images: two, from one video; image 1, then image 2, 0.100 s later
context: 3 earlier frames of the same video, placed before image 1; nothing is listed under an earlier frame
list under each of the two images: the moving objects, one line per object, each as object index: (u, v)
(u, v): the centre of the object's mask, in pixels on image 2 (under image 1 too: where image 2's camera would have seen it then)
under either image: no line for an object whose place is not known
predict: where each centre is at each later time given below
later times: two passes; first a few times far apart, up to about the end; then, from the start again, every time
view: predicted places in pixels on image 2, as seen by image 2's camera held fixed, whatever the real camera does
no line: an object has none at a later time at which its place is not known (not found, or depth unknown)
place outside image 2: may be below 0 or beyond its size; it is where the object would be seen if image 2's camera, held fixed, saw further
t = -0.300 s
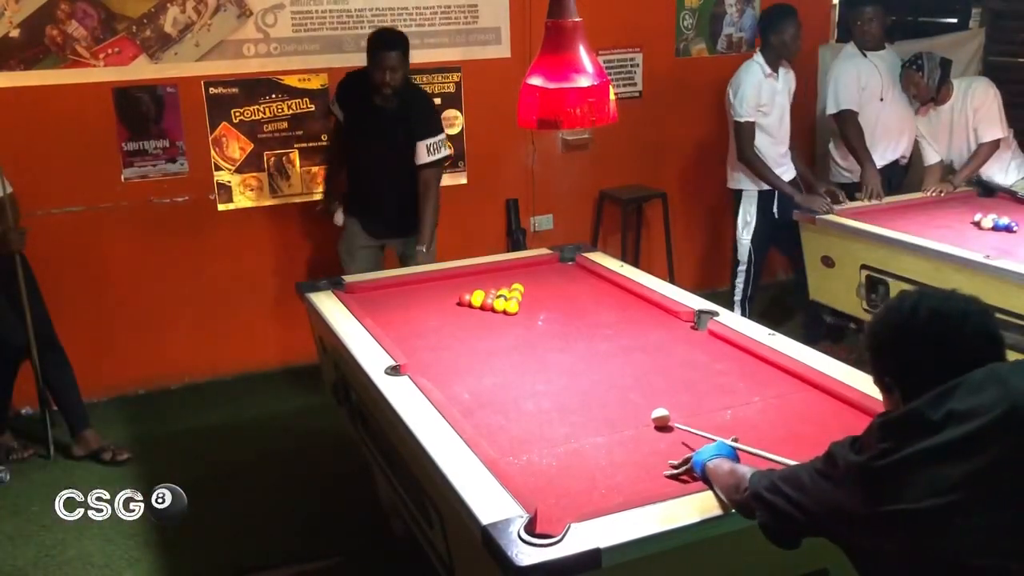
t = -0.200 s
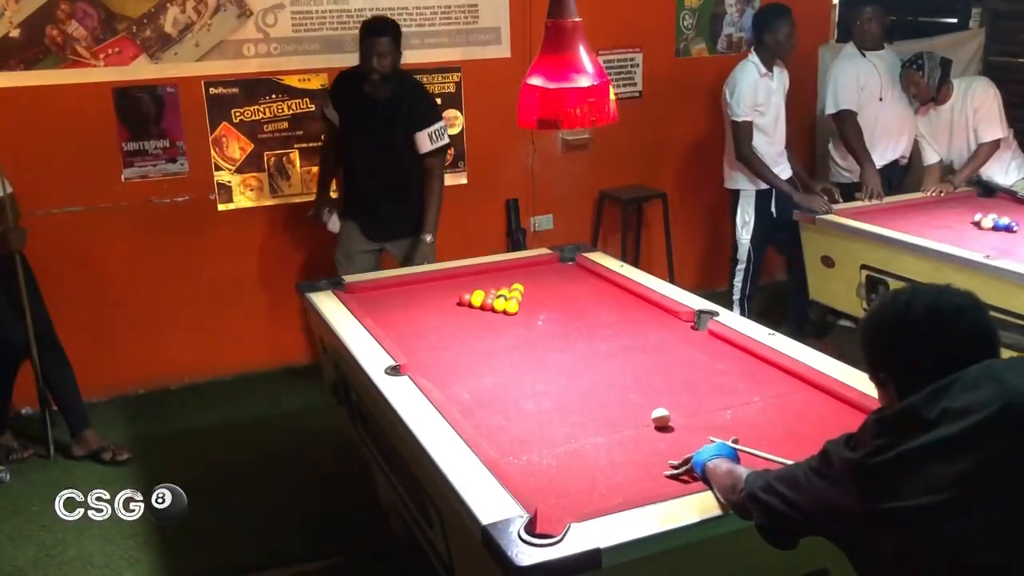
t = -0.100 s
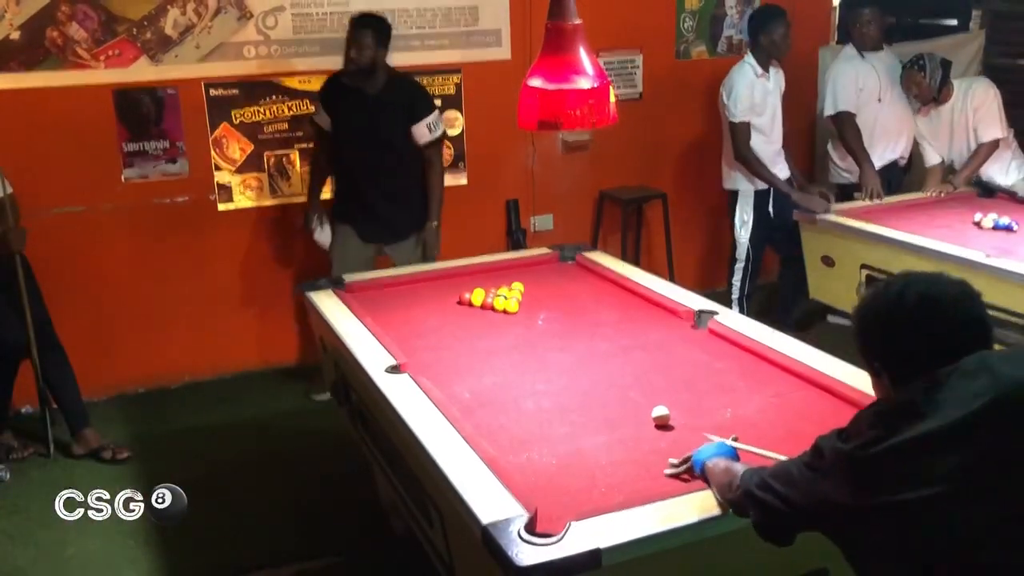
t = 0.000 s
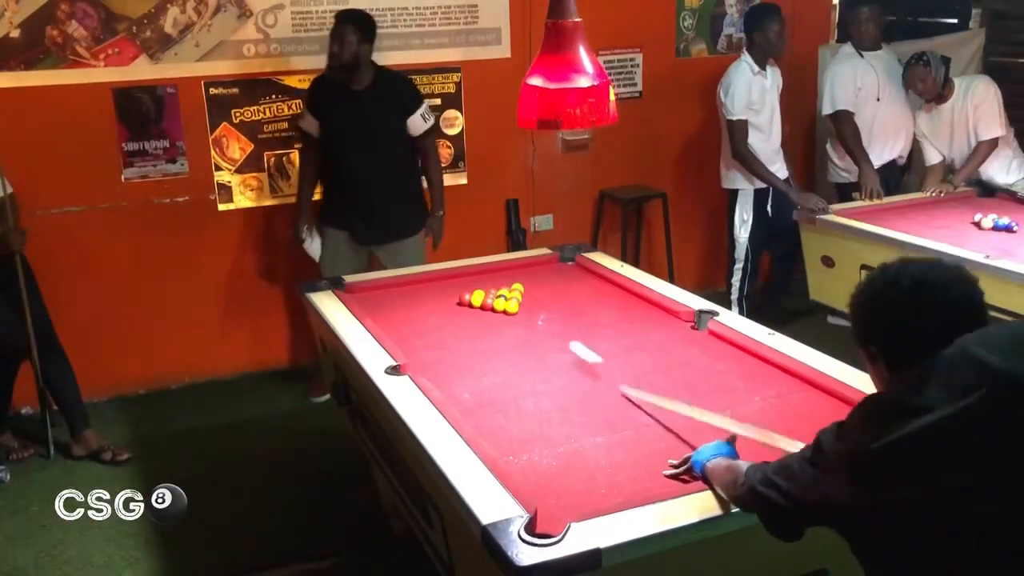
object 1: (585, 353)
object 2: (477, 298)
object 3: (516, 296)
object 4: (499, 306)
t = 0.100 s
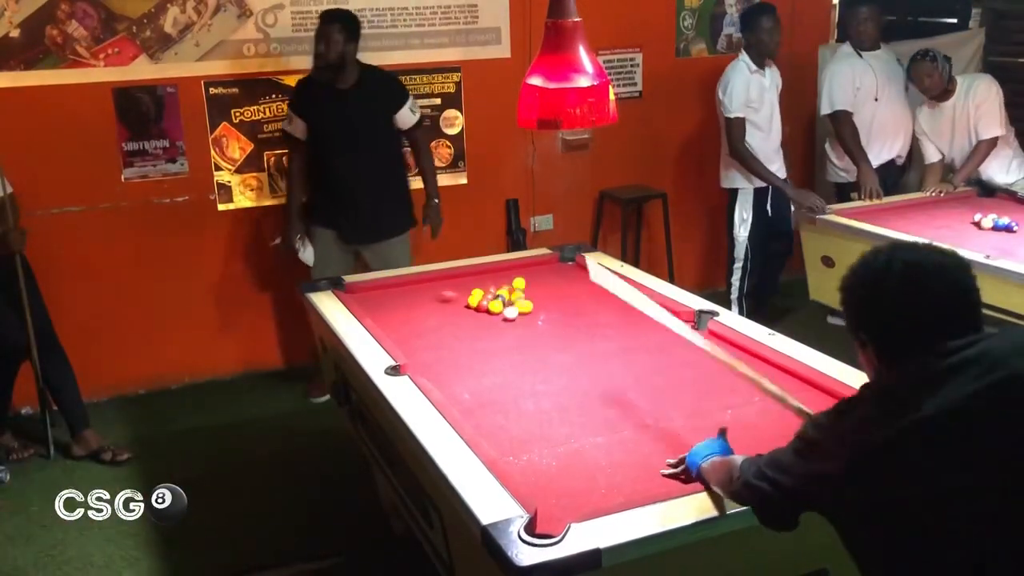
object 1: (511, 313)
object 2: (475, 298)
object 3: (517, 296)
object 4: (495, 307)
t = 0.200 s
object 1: (496, 322)
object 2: (466, 302)
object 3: (525, 297)
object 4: (482, 313)
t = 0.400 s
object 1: (474, 344)
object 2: (454, 306)
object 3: (541, 296)
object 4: (459, 324)
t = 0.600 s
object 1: (451, 370)
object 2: (440, 310)
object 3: (555, 296)
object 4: (435, 335)
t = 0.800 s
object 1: (460, 393)
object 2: (428, 313)
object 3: (568, 295)
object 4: (429, 352)
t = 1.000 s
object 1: (505, 411)
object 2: (416, 316)
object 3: (581, 295)
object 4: (426, 370)
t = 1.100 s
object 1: (528, 421)
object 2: (410, 317)
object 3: (587, 294)
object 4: (433, 374)
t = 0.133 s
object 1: (505, 316)
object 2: (473, 297)
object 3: (520, 297)
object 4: (490, 309)
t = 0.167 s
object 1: (500, 319)
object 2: (472, 296)
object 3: (522, 298)
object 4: (486, 311)
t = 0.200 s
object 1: (496, 322)
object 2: (466, 302)
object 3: (525, 297)
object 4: (482, 313)
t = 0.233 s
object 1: (491, 325)
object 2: (465, 302)
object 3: (528, 297)
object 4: (478, 315)
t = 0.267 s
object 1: (488, 329)
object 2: (463, 302)
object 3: (531, 297)
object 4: (474, 316)
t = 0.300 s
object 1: (484, 333)
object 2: (460, 304)
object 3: (533, 297)
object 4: (470, 318)
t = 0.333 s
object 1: (481, 337)
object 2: (458, 305)
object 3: (536, 297)
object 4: (466, 320)
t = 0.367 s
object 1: (478, 340)
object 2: (456, 305)
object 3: (538, 297)
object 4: (462, 322)
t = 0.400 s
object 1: (474, 344)
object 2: (454, 306)
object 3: (541, 296)
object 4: (459, 324)
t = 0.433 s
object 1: (471, 348)
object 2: (451, 307)
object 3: (542, 299)
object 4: (455, 326)
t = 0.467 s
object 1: (466, 353)
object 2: (449, 307)
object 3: (546, 295)
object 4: (450, 328)
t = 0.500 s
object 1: (463, 357)
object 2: (447, 308)
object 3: (548, 296)
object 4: (446, 329)
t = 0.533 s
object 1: (459, 361)
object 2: (445, 309)
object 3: (550, 296)
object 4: (443, 331)
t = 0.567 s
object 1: (455, 365)
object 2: (443, 309)
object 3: (553, 296)
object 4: (439, 333)
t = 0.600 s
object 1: (451, 370)
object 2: (440, 310)
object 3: (555, 296)
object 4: (435, 335)
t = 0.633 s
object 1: (447, 374)
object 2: (438, 310)
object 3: (557, 296)
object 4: (431, 336)
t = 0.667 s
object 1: (443, 379)
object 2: (436, 311)
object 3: (560, 296)
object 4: (430, 340)
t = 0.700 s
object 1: (440, 382)
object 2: (434, 311)
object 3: (563, 294)
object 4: (430, 343)
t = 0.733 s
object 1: (445, 386)
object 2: (432, 312)
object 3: (563, 297)
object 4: (430, 346)
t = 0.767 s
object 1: (453, 390)
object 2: (430, 312)
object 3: (566, 296)
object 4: (430, 348)
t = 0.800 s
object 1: (460, 393)
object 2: (428, 313)
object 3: (568, 295)
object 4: (429, 352)
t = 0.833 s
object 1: (467, 396)
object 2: (426, 314)
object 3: (570, 295)
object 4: (428, 355)
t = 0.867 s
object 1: (475, 398)
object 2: (424, 314)
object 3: (573, 295)
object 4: (428, 359)
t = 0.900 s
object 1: (482, 401)
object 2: (422, 315)
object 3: (575, 295)
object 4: (427, 362)
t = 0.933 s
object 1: (490, 405)
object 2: (420, 315)
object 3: (577, 295)
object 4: (426, 366)
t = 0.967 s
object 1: (497, 408)
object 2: (418, 316)
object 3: (579, 295)
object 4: (426, 368)
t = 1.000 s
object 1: (505, 411)
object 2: (416, 316)
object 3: (581, 295)
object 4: (426, 370)
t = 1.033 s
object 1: (513, 414)
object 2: (414, 316)
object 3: (583, 295)
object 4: (425, 372)
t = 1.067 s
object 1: (520, 417)
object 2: (412, 316)
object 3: (585, 294)
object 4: (429, 373)
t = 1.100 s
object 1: (528, 421)
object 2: (410, 317)
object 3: (587, 294)
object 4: (433, 374)
